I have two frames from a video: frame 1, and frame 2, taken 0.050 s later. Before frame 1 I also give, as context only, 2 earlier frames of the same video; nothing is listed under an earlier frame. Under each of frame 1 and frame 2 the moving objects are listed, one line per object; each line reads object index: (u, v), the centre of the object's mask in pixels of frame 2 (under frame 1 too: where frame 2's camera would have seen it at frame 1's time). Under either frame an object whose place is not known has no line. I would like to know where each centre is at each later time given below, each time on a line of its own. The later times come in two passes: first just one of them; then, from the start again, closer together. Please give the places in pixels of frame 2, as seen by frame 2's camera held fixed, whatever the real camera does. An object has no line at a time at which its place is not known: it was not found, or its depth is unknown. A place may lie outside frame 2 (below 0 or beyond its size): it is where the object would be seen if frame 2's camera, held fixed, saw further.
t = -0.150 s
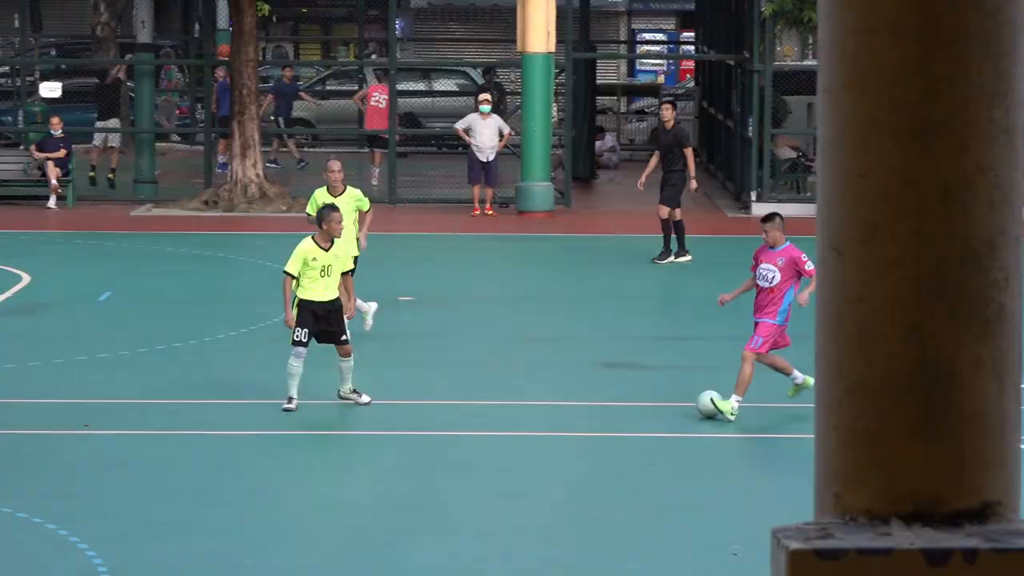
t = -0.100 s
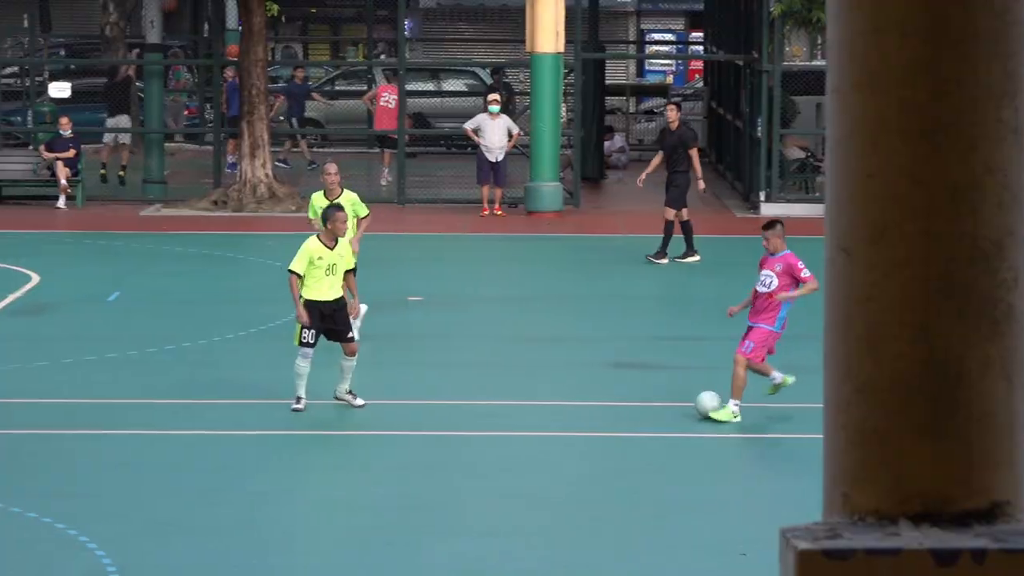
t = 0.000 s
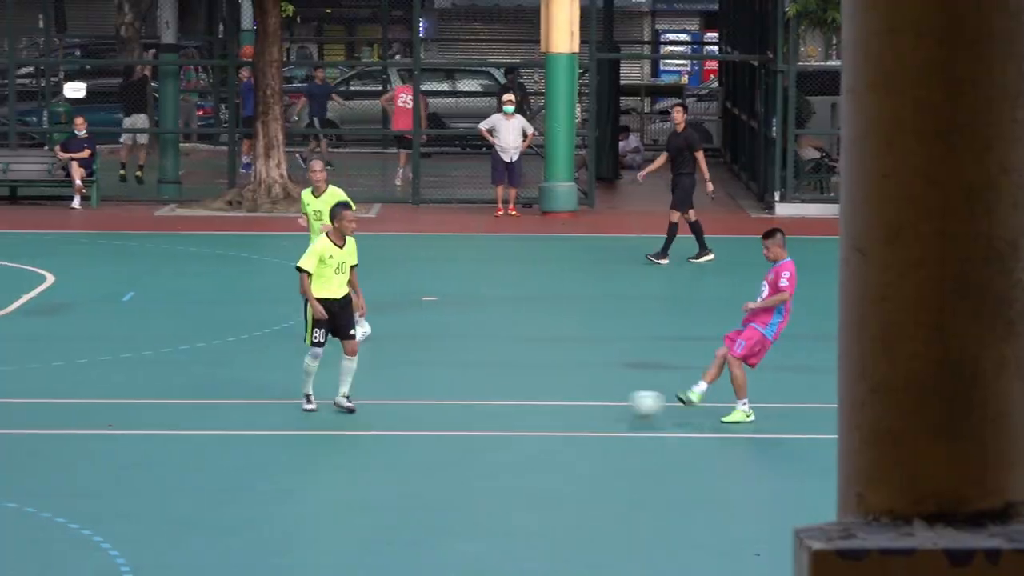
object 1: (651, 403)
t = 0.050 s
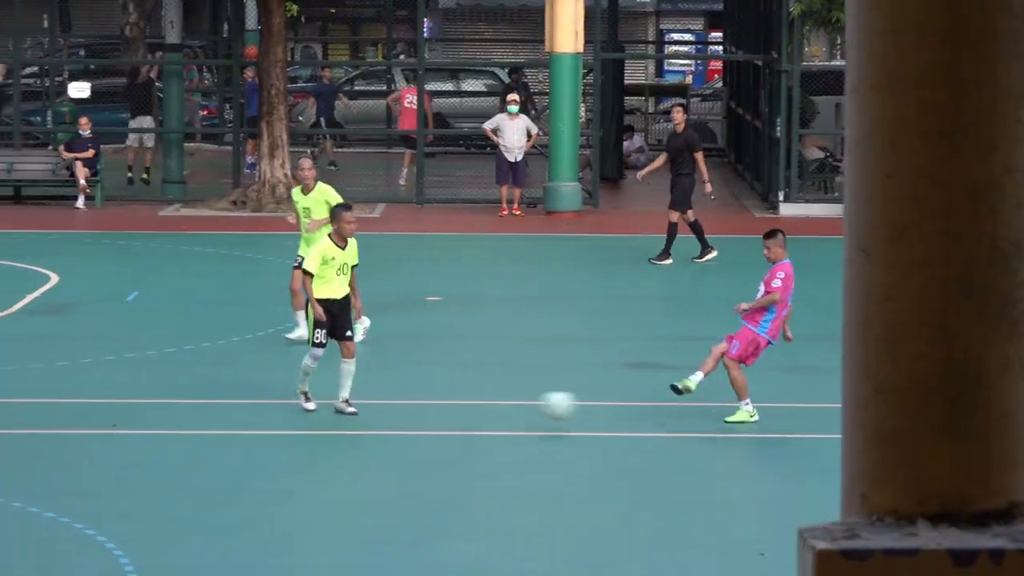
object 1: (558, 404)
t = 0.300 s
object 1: (88, 457)
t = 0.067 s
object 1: (527, 406)
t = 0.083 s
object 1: (495, 407)
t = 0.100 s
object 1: (464, 409)
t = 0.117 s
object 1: (432, 412)
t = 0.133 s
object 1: (401, 414)
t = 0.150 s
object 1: (370, 418)
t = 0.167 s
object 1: (335, 421)
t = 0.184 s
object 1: (304, 425)
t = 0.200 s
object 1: (270, 431)
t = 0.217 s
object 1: (238, 437)
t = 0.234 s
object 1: (204, 443)
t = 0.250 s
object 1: (171, 451)
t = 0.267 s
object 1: (141, 457)
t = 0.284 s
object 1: (116, 457)
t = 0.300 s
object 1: (88, 457)
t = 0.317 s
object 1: (58, 458)
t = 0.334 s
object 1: (27, 460)
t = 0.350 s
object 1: (-5, 462)
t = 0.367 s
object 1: (-36, 465)
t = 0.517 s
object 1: (-354, 521)
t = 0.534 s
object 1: (-381, 529)
